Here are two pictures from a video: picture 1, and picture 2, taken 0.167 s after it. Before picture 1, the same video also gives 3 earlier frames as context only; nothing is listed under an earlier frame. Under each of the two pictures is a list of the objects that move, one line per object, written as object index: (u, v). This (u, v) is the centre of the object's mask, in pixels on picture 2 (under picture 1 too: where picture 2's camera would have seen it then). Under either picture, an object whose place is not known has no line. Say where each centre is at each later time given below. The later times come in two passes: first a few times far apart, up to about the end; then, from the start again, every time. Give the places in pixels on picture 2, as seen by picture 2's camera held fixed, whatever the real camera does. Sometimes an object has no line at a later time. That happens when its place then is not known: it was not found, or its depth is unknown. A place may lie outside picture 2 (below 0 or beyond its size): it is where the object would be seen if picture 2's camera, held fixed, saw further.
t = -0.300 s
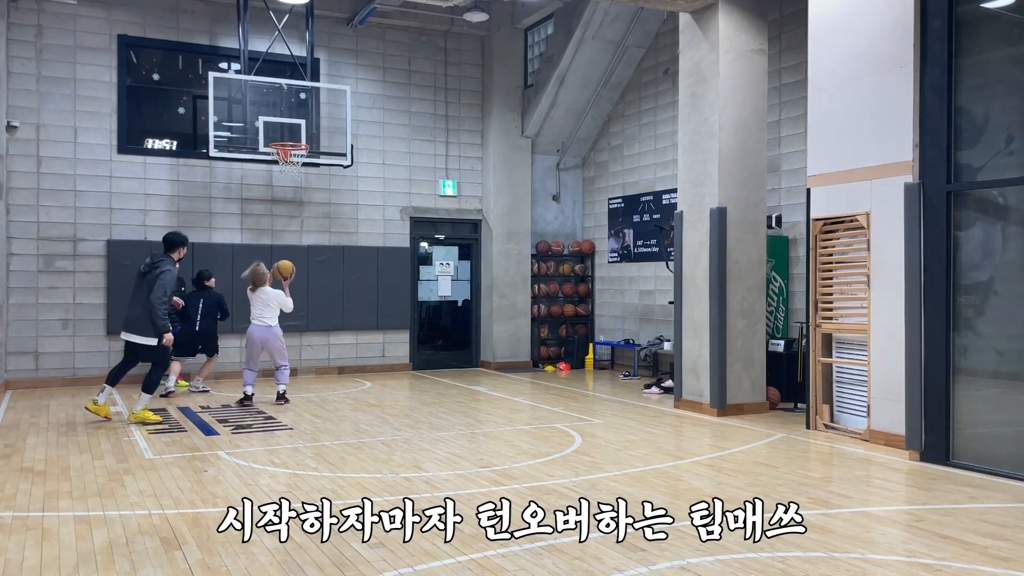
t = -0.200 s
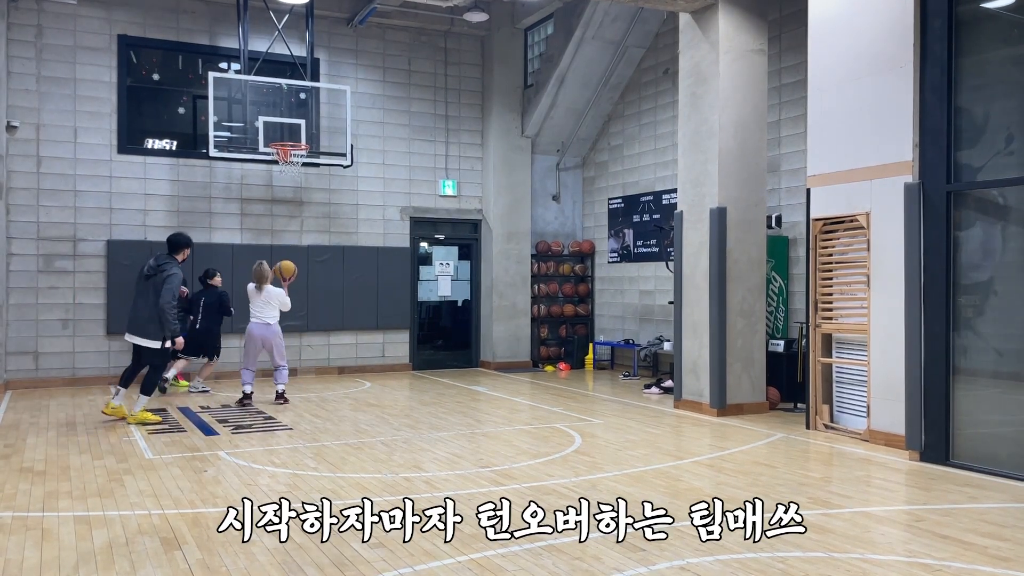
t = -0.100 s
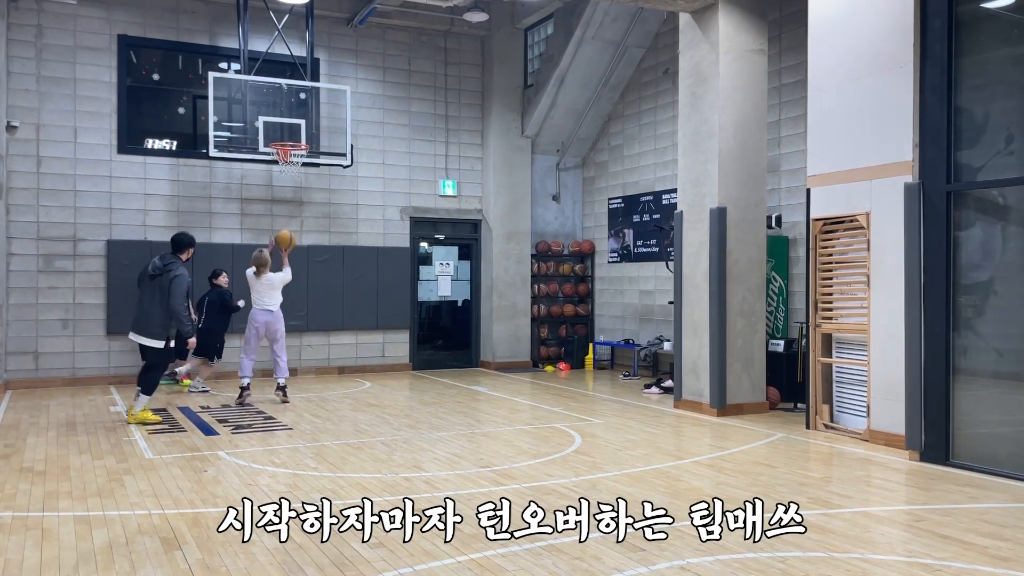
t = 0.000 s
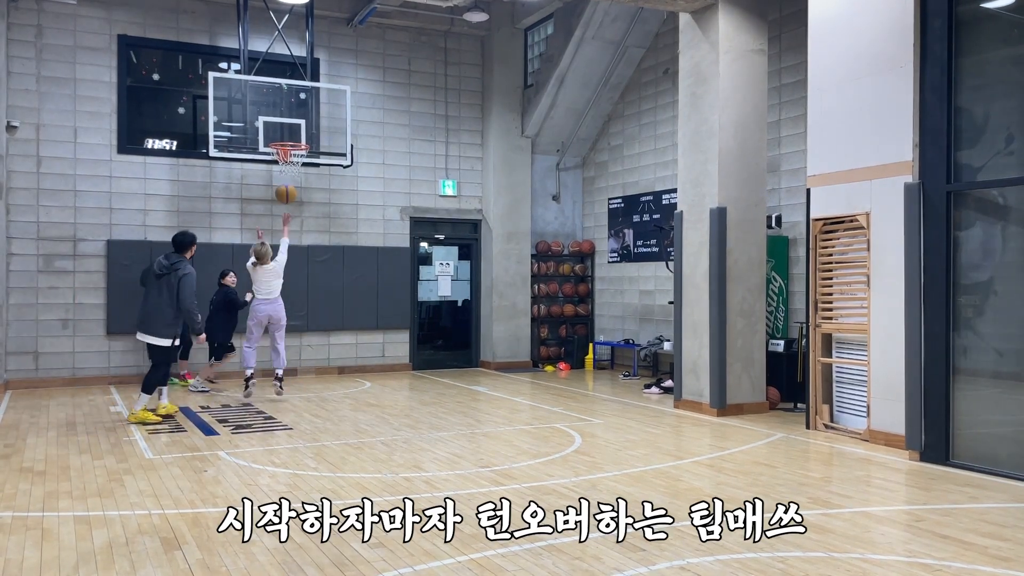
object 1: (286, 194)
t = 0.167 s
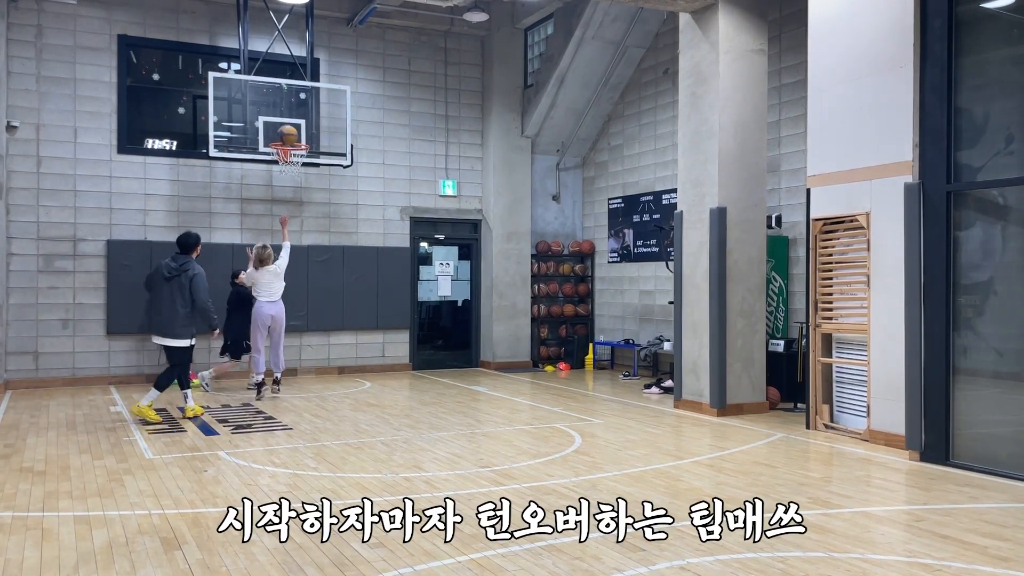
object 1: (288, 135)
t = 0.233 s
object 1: (288, 119)
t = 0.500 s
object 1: (290, 96)
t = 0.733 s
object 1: (294, 116)
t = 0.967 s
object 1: (284, 150)
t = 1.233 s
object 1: (279, 166)
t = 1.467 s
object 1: (296, 201)
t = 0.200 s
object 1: (288, 127)
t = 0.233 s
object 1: (288, 119)
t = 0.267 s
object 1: (288, 113)
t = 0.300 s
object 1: (289, 107)
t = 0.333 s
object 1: (289, 103)
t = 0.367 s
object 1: (289, 100)
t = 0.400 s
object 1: (289, 98)
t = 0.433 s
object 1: (289, 97)
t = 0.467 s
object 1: (290, 96)
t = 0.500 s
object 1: (290, 96)
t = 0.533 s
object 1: (290, 97)
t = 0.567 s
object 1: (290, 99)
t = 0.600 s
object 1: (291, 101)
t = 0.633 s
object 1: (291, 104)
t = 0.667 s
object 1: (291, 109)
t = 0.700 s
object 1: (292, 112)
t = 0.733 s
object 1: (294, 116)
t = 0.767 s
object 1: (295, 121)
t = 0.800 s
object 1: (296, 126)
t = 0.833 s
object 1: (298, 131)
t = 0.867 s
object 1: (299, 137)
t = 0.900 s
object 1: (296, 142)
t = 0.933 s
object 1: (290, 145)
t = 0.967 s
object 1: (284, 150)
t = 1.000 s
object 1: (280, 153)
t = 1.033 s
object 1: (277, 155)
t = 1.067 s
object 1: (275, 156)
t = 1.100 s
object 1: (275, 156)
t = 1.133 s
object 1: (276, 157)
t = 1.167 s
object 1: (276, 162)
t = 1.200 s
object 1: (277, 163)
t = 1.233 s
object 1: (279, 166)
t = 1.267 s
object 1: (281, 169)
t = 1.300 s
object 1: (283, 172)
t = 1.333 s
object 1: (286, 178)
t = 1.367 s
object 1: (289, 182)
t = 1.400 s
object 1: (291, 187)
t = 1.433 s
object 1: (293, 194)
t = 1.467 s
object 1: (296, 201)
